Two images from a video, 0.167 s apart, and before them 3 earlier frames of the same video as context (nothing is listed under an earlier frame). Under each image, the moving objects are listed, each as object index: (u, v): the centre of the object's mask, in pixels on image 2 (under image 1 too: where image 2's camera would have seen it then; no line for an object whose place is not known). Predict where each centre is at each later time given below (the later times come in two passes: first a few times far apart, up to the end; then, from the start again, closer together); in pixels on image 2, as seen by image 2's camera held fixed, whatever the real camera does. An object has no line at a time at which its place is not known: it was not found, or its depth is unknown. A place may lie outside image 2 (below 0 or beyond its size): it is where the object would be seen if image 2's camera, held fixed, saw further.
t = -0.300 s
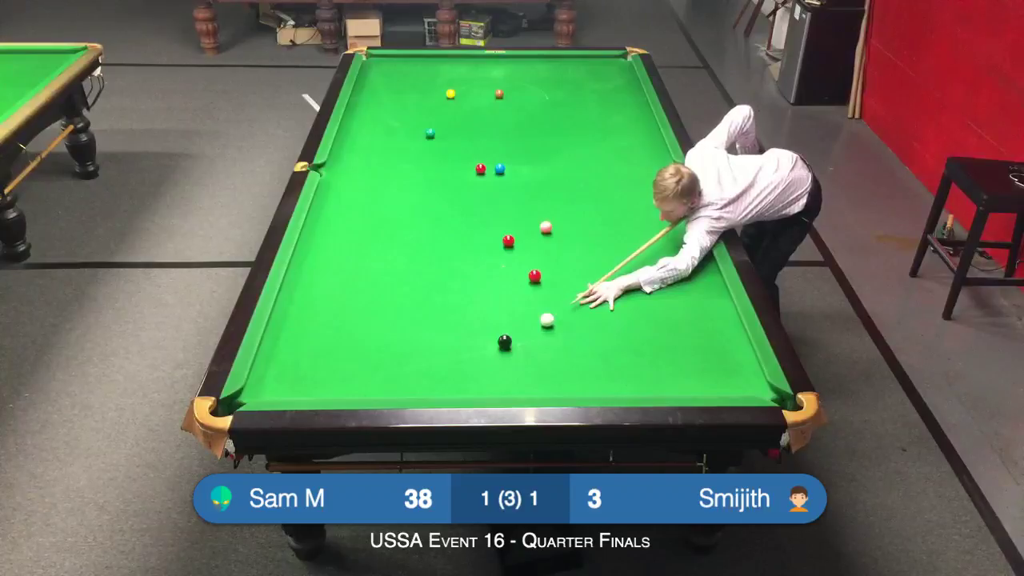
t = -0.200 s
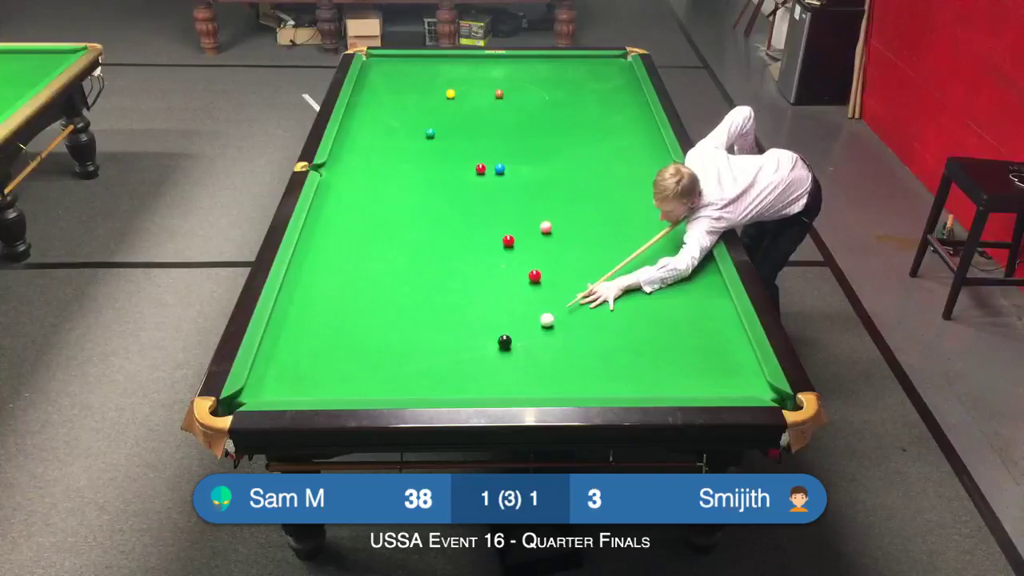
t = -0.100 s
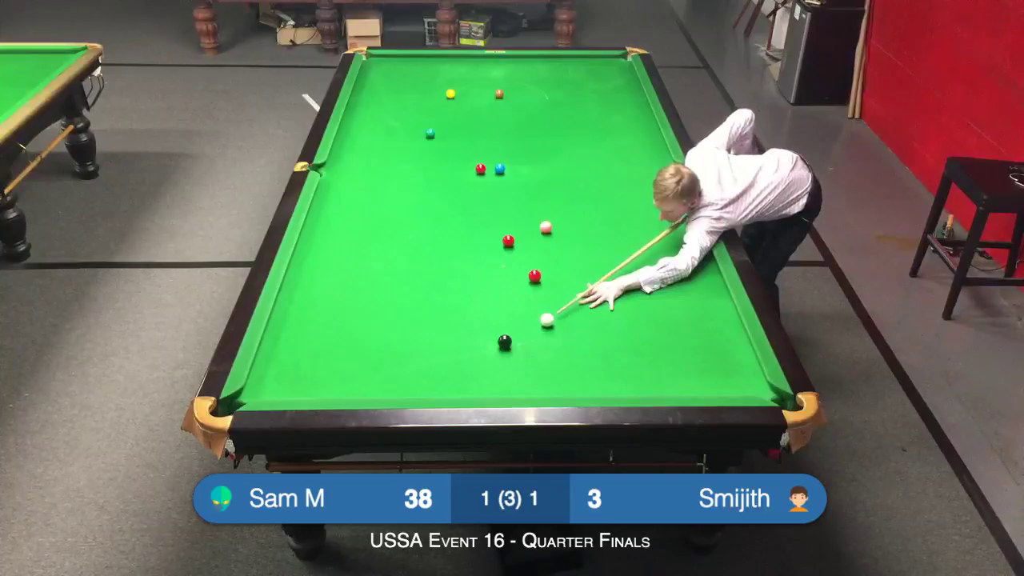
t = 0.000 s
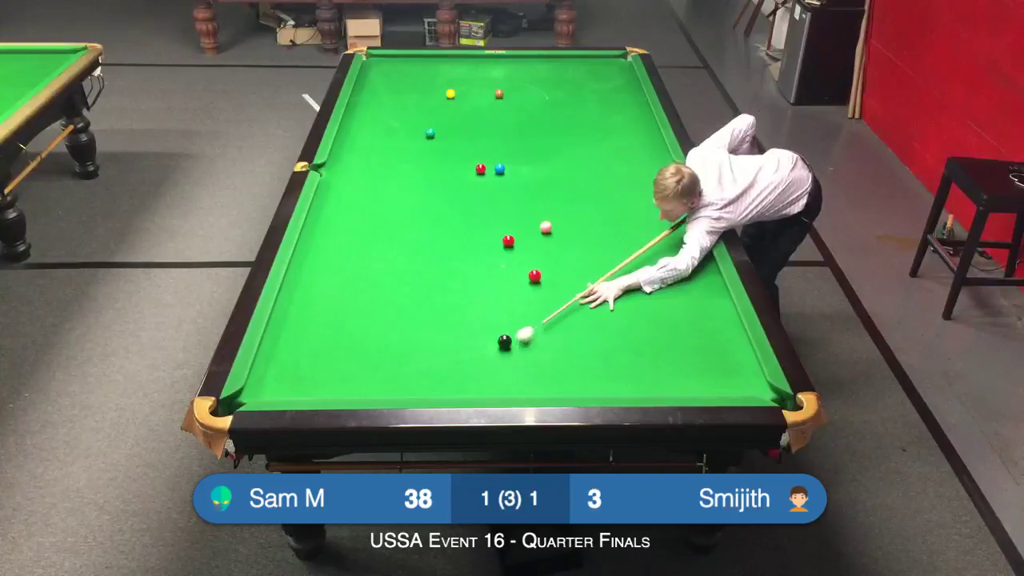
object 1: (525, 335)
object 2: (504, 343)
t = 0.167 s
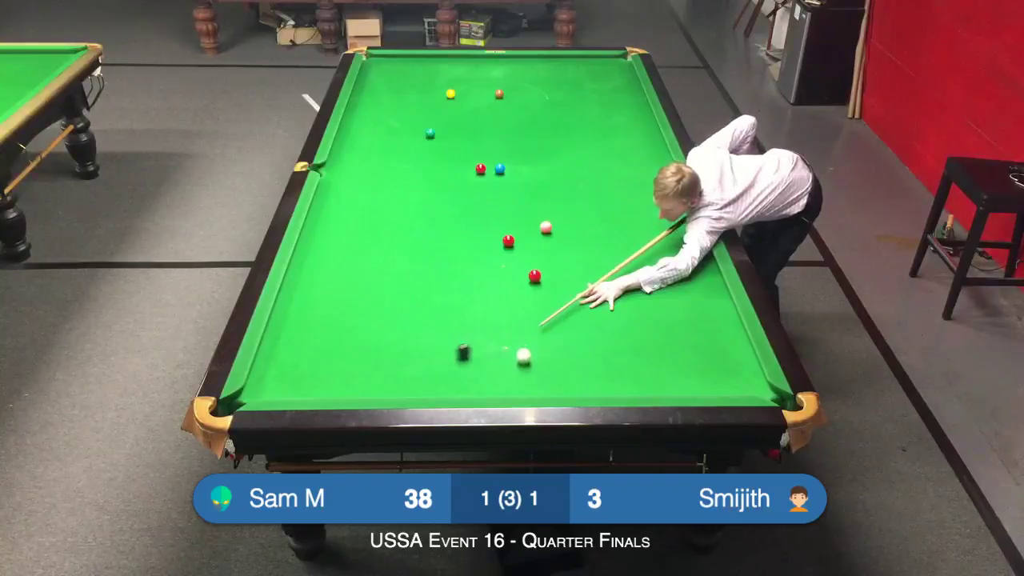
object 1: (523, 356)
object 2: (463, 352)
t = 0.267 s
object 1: (527, 368)
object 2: (439, 358)
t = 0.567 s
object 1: (537, 387)
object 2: (366, 374)
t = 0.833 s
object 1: (545, 367)
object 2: (300, 389)
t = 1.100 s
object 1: (553, 348)
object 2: (237, 403)
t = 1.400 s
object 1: (560, 330)
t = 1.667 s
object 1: (566, 315)
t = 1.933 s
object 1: (571, 303)
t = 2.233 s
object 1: (576, 291)
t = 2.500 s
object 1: (580, 282)
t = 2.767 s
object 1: (583, 274)
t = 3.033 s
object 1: (586, 267)
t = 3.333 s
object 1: (589, 261)
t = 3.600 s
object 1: (592, 256)
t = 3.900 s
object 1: (594, 252)
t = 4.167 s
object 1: (595, 249)
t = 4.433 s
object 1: (596, 248)
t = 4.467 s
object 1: (596, 248)
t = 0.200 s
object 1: (524, 360)
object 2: (455, 354)
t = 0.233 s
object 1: (525, 364)
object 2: (447, 356)
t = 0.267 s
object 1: (527, 368)
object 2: (439, 358)
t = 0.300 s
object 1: (528, 371)
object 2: (431, 360)
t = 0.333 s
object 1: (529, 375)
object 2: (423, 361)
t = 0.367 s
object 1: (530, 379)
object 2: (415, 363)
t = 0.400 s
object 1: (531, 383)
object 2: (406, 365)
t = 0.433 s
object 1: (532, 386)
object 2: (398, 367)
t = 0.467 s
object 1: (533, 389)
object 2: (391, 369)
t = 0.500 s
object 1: (534, 391)
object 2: (382, 371)
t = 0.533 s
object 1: (535, 388)
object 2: (374, 373)
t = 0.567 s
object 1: (537, 387)
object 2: (366, 374)
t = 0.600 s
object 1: (538, 385)
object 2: (358, 377)
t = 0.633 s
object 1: (539, 382)
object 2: (349, 378)
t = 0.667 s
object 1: (540, 380)
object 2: (341, 380)
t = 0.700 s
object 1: (541, 377)
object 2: (333, 382)
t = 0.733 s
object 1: (542, 374)
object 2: (324, 384)
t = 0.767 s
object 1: (543, 372)
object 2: (316, 386)
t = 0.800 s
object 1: (544, 369)
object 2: (308, 388)
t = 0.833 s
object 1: (545, 367)
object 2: (300, 389)
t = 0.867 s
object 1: (546, 364)
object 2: (291, 390)
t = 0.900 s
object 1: (547, 362)
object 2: (283, 391)
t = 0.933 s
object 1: (548, 360)
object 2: (275, 392)
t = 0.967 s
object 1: (549, 357)
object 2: (267, 393)
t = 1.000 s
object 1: (550, 355)
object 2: (258, 395)
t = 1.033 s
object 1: (551, 353)
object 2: (250, 397)
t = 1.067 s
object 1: (552, 350)
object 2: (244, 399)
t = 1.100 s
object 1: (553, 348)
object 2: (237, 403)
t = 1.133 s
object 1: (554, 346)
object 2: (232, 409)
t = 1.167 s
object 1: (555, 344)
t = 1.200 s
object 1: (555, 342)
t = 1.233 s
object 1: (556, 340)
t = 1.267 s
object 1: (557, 338)
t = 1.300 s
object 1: (558, 336)
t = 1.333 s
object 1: (559, 334)
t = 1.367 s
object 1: (560, 332)
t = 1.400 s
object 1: (560, 330)
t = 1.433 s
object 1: (561, 328)
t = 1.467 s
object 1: (562, 326)
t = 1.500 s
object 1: (562, 324)
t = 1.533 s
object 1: (563, 323)
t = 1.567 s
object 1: (564, 321)
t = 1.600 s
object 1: (564, 319)
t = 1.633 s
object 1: (565, 317)
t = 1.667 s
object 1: (566, 315)
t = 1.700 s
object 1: (567, 314)
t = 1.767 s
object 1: (568, 311)
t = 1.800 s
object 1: (568, 309)
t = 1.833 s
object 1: (569, 308)
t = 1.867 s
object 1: (570, 306)
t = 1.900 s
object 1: (570, 305)
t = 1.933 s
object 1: (571, 303)
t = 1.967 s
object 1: (571, 302)
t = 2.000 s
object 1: (572, 300)
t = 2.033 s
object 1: (573, 299)
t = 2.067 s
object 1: (573, 298)
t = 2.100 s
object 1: (574, 296)
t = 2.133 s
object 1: (574, 295)
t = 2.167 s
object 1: (575, 294)
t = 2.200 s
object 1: (575, 292)
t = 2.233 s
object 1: (576, 291)
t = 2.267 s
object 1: (576, 290)
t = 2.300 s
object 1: (577, 289)
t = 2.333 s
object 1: (577, 288)
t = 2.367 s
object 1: (578, 287)
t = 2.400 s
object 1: (579, 285)
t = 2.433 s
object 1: (579, 285)
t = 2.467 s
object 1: (579, 283)
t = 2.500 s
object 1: (580, 282)
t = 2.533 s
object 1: (580, 281)
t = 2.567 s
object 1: (581, 280)
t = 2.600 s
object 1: (581, 279)
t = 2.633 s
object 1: (582, 278)
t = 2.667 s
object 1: (582, 277)
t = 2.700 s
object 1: (582, 276)
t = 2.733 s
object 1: (582, 275)
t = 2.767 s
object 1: (583, 274)
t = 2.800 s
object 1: (583, 273)
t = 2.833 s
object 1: (584, 272)
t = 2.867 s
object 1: (584, 271)
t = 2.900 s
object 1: (585, 270)
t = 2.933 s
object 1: (585, 269)
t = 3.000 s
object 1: (586, 268)
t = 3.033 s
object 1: (586, 267)
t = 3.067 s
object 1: (587, 266)
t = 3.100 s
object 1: (587, 265)
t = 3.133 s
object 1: (587, 265)
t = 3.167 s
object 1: (588, 264)
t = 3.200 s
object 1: (588, 263)
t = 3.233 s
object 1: (588, 263)
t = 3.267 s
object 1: (589, 262)
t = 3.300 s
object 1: (589, 261)
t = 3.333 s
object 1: (589, 261)
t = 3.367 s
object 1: (590, 260)
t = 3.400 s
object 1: (590, 259)
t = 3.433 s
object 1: (590, 259)
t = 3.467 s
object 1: (590, 258)
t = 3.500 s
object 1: (591, 258)
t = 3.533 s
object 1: (591, 257)
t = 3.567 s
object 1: (591, 257)
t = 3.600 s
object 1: (592, 256)
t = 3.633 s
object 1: (592, 256)
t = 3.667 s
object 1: (592, 255)
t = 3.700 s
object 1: (592, 255)
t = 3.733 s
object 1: (593, 254)
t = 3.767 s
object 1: (593, 254)
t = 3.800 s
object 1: (593, 253)
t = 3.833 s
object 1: (593, 253)
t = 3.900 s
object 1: (594, 252)
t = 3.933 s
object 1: (594, 252)
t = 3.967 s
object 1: (594, 251)
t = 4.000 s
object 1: (594, 251)
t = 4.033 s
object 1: (594, 251)
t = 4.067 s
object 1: (594, 250)
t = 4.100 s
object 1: (595, 250)
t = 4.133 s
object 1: (595, 250)
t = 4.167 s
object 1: (595, 249)
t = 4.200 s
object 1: (595, 249)
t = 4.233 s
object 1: (595, 249)
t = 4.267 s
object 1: (595, 249)
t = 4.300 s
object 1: (595, 248)
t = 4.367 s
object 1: (596, 248)
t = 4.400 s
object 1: (595, 248)
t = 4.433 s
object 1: (596, 248)
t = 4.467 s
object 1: (596, 248)
